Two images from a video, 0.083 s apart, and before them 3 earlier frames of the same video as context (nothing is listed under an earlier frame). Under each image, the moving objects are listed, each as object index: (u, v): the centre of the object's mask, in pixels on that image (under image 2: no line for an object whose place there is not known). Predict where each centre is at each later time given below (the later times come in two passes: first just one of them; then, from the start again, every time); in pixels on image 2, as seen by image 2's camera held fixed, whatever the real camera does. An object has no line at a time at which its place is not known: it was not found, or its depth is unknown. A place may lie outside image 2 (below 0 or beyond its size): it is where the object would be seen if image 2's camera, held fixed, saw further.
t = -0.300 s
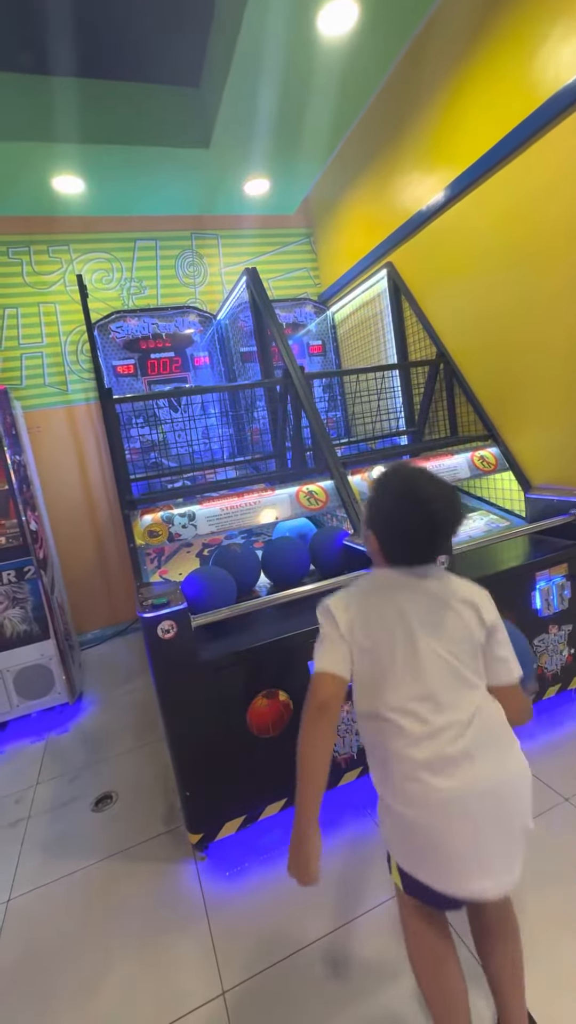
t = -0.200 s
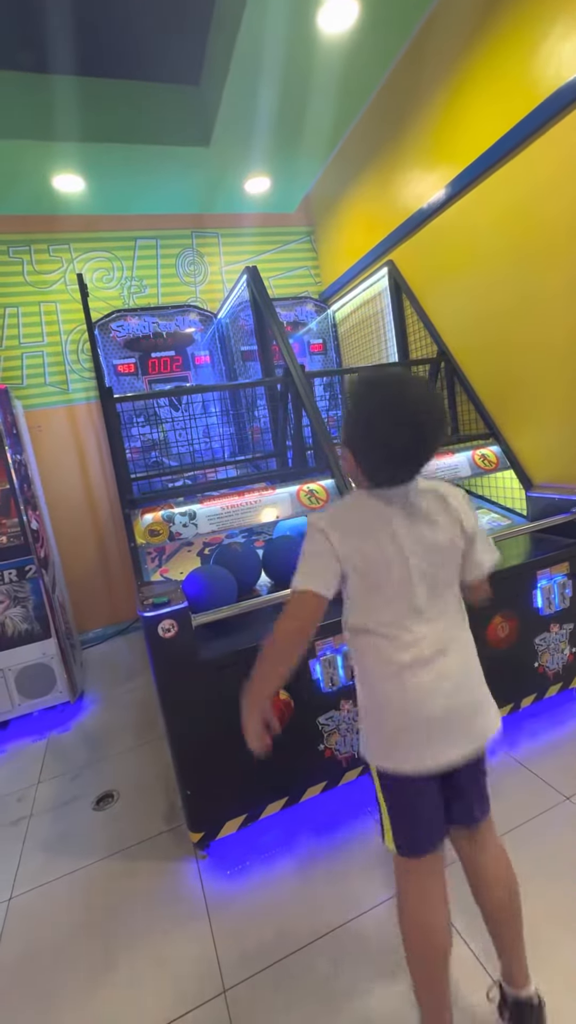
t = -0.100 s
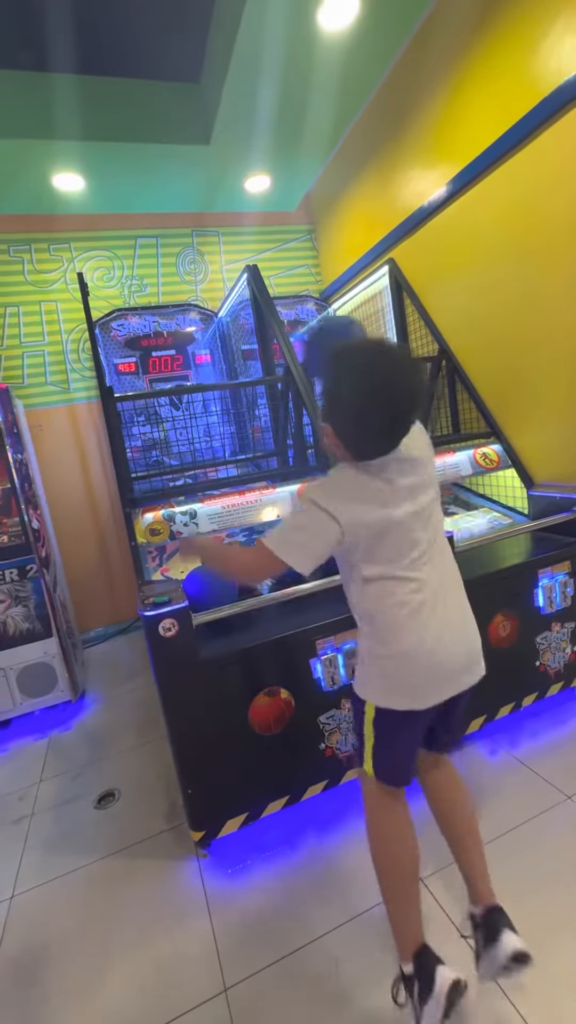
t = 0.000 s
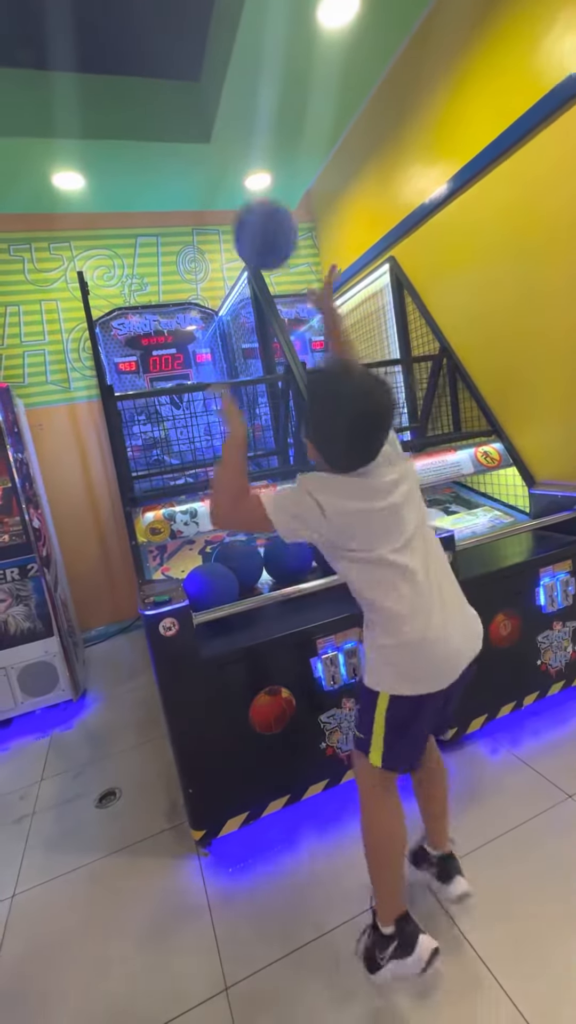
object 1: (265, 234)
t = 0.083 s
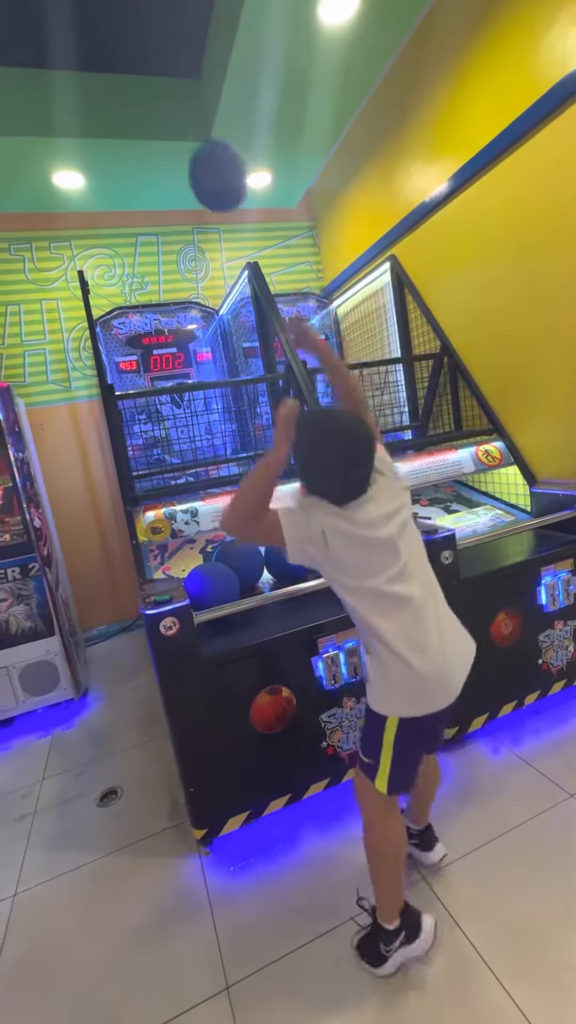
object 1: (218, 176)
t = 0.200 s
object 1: (170, 141)
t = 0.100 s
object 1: (210, 169)
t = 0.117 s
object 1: (202, 162)
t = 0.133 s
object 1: (195, 155)
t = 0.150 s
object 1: (189, 151)
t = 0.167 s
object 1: (181, 146)
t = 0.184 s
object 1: (175, 143)
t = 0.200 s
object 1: (170, 141)
